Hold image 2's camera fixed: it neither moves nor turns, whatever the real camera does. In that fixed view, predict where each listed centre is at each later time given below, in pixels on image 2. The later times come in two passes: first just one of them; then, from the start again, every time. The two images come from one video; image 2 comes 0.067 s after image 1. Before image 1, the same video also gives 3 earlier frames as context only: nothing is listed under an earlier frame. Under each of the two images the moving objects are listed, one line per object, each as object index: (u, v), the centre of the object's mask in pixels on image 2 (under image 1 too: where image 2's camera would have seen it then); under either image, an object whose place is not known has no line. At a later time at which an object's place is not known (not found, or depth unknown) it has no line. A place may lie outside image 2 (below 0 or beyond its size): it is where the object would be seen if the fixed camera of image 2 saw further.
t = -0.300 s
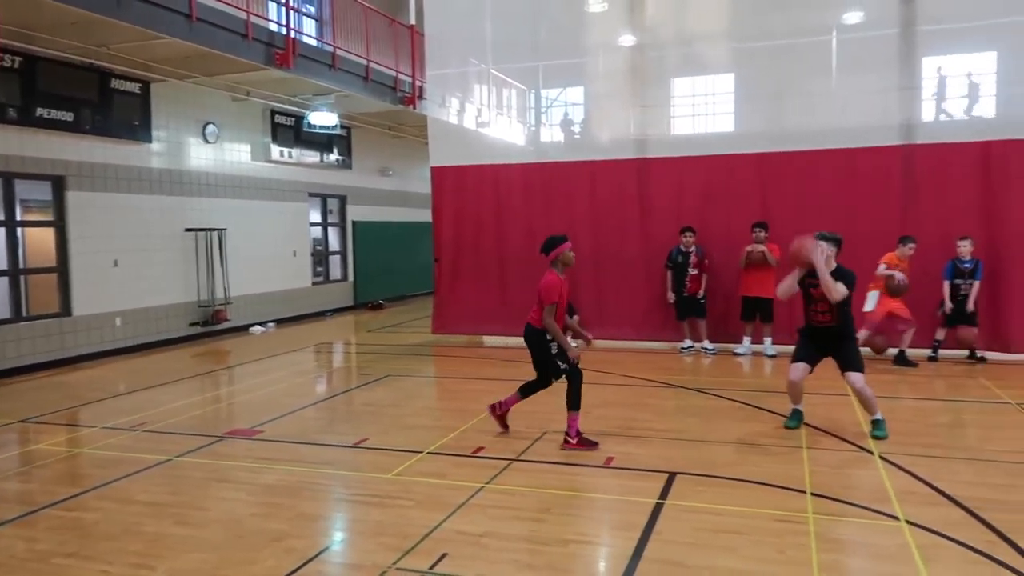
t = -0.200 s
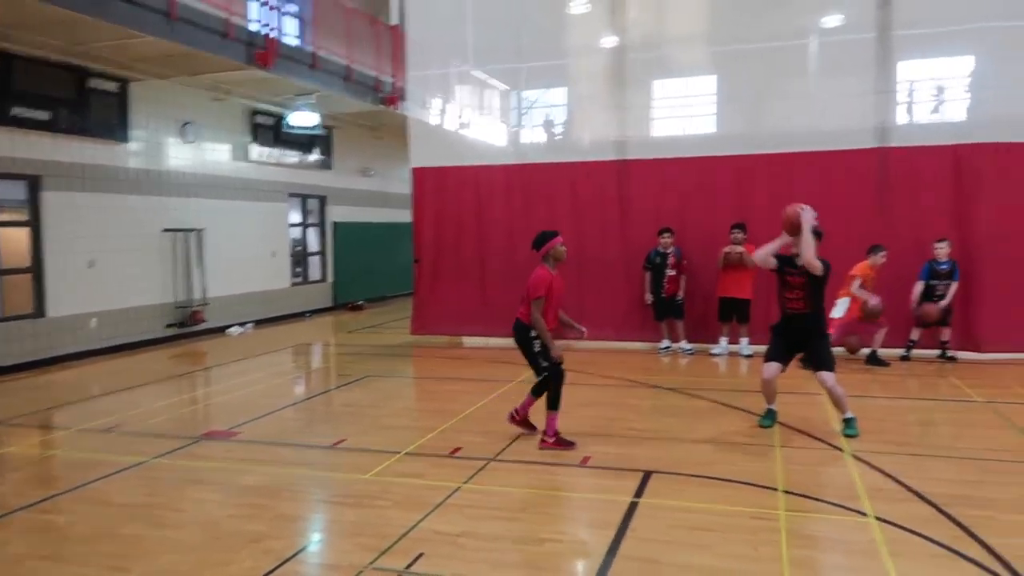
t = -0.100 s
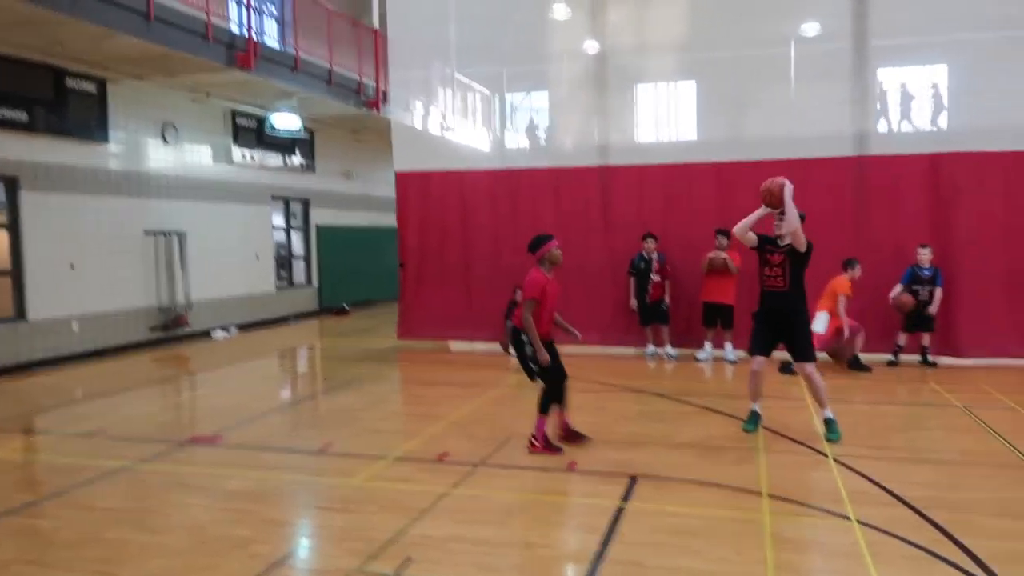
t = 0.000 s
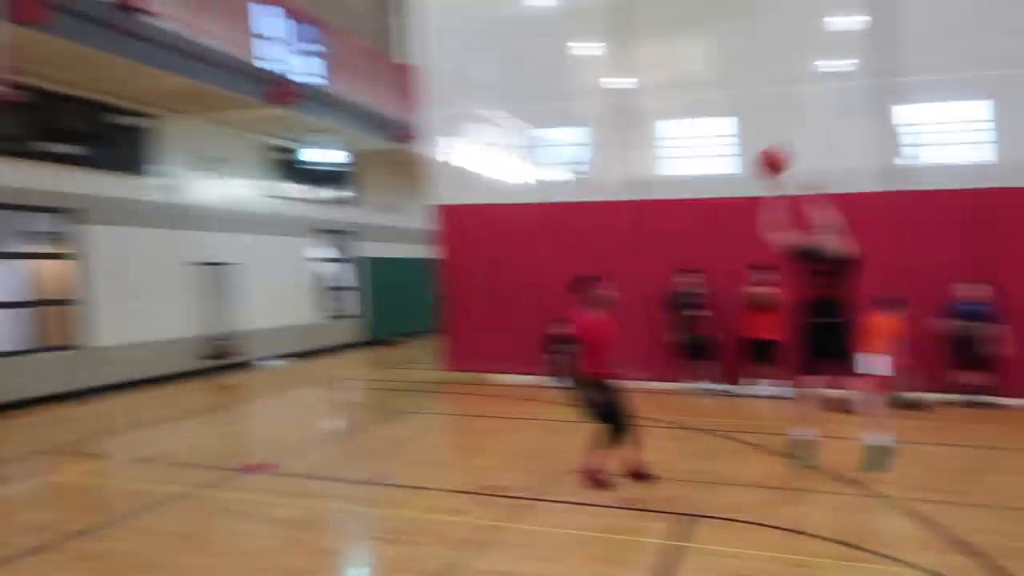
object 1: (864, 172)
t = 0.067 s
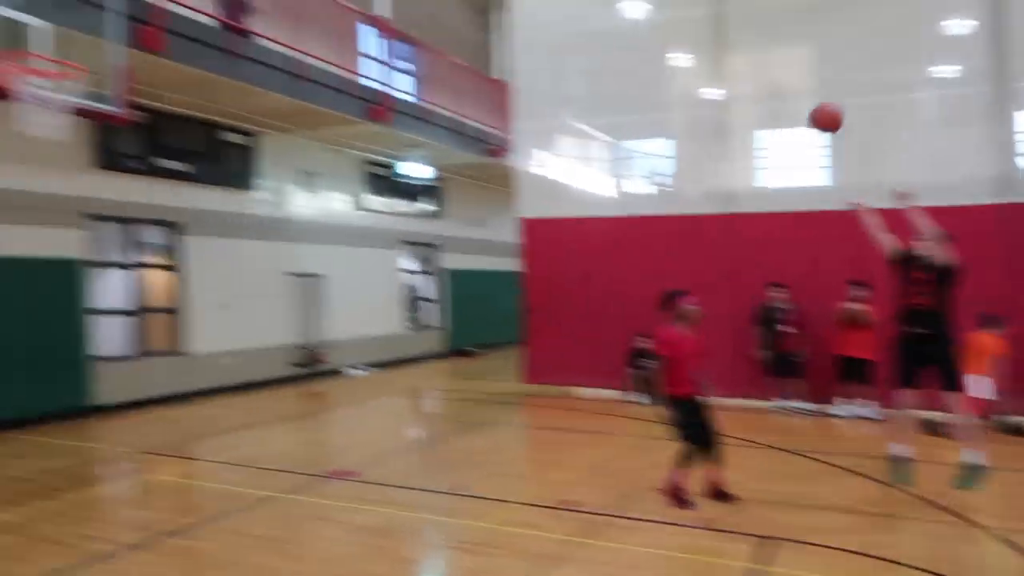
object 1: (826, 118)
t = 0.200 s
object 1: (731, 26)
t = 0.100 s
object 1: (800, 95)
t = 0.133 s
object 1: (779, 71)
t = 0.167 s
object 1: (755, 46)
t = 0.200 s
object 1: (731, 26)
